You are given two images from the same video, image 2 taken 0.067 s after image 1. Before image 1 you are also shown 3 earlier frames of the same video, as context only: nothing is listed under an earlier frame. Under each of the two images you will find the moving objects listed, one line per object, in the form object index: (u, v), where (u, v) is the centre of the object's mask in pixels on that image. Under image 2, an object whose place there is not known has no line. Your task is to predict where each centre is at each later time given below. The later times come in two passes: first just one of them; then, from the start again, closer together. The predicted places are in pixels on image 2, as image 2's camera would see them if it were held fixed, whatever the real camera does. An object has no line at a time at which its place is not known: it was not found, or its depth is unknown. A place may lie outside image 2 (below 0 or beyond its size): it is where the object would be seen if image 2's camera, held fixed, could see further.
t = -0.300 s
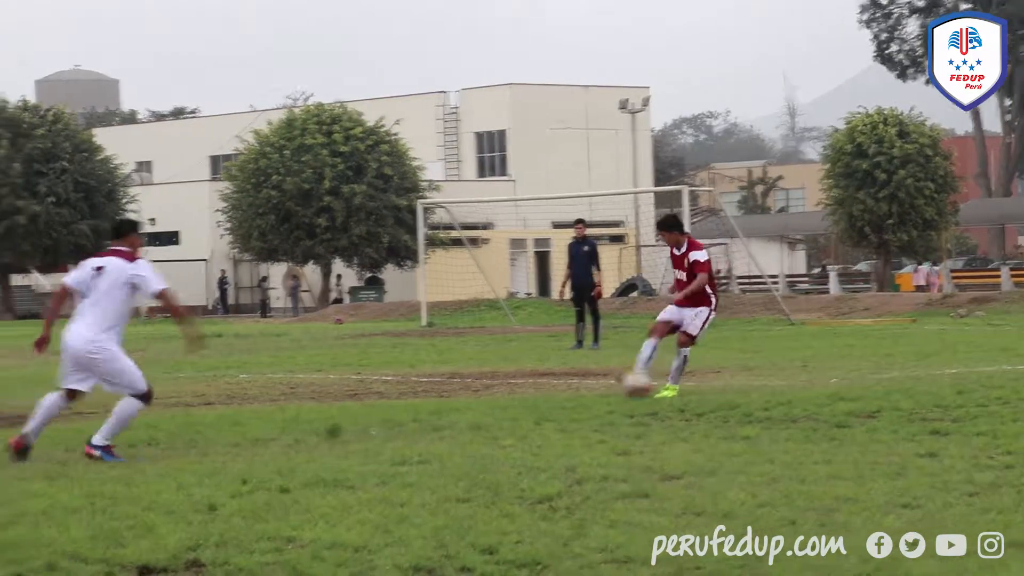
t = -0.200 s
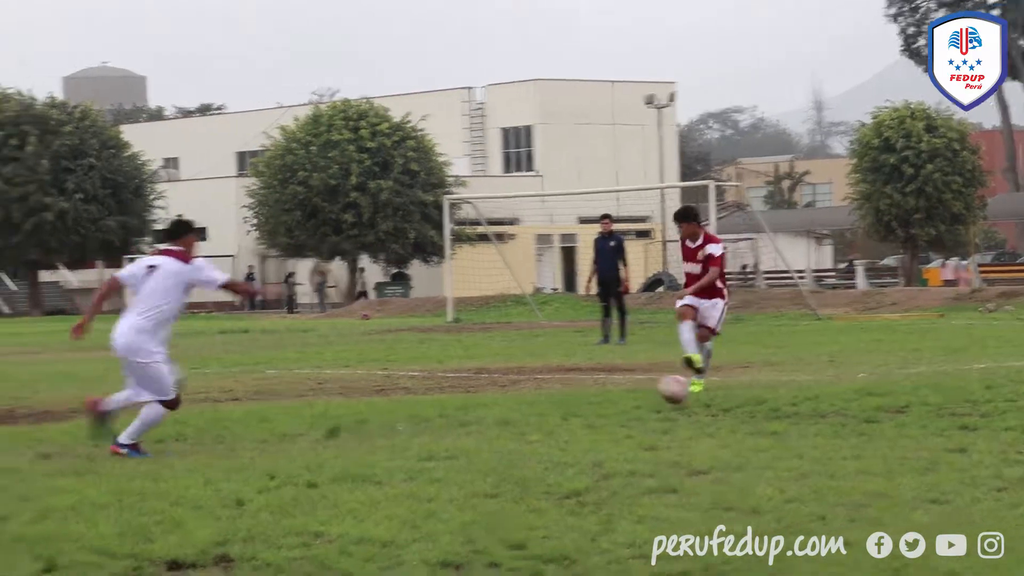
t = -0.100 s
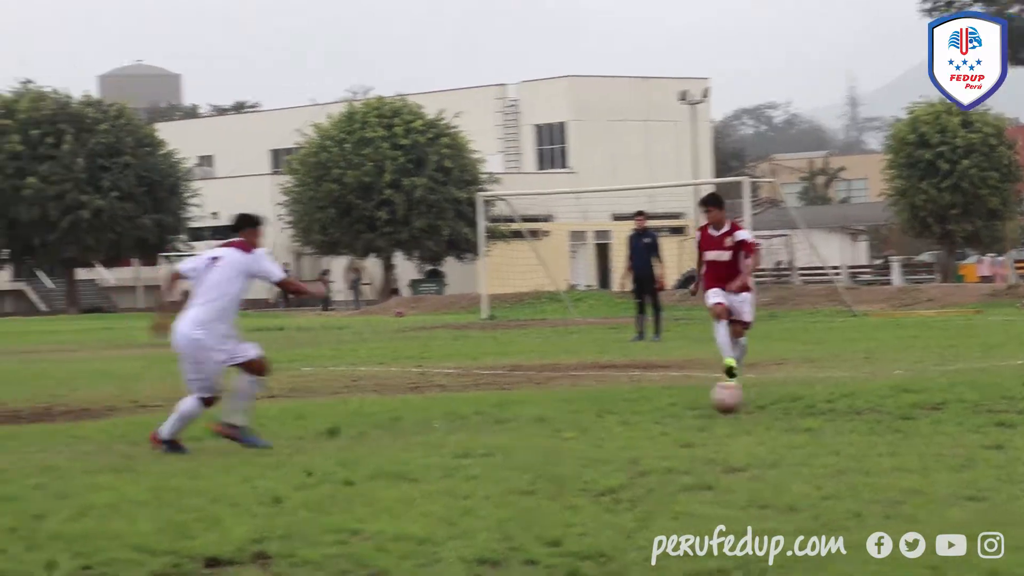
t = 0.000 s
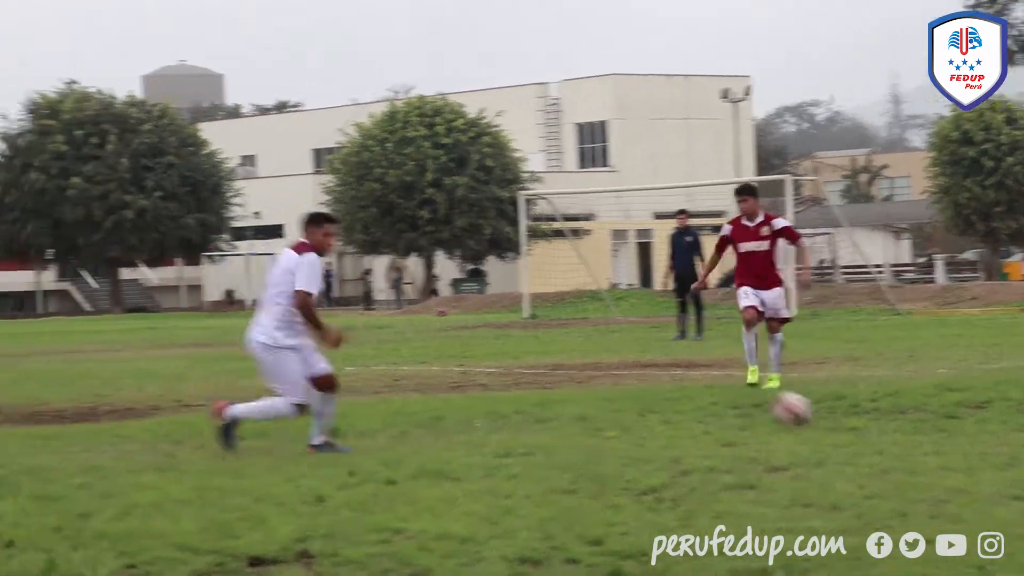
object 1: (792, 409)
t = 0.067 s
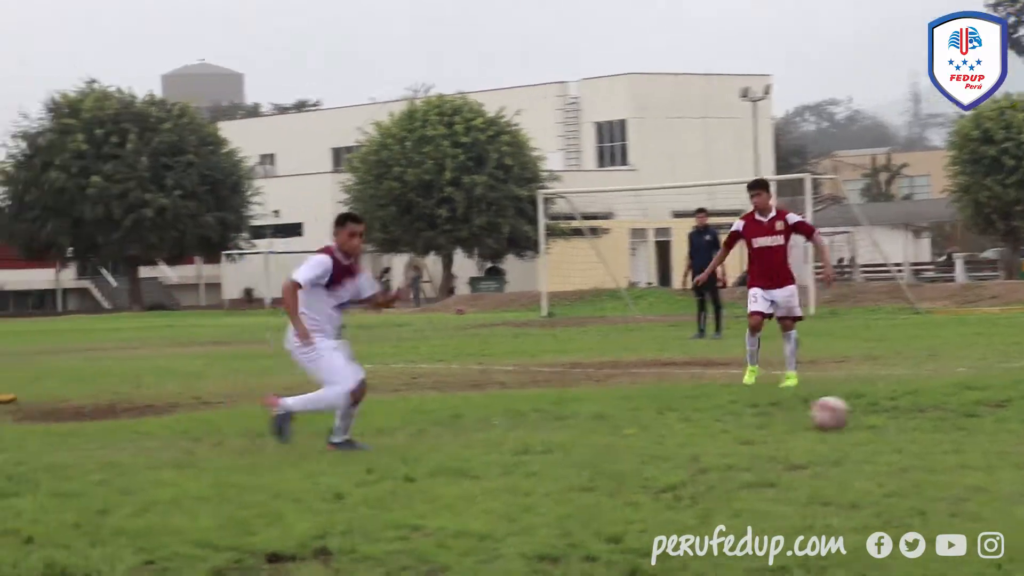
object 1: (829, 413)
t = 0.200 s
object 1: (872, 430)
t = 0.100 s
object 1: (839, 415)
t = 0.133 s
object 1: (847, 418)
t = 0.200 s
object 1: (872, 430)
